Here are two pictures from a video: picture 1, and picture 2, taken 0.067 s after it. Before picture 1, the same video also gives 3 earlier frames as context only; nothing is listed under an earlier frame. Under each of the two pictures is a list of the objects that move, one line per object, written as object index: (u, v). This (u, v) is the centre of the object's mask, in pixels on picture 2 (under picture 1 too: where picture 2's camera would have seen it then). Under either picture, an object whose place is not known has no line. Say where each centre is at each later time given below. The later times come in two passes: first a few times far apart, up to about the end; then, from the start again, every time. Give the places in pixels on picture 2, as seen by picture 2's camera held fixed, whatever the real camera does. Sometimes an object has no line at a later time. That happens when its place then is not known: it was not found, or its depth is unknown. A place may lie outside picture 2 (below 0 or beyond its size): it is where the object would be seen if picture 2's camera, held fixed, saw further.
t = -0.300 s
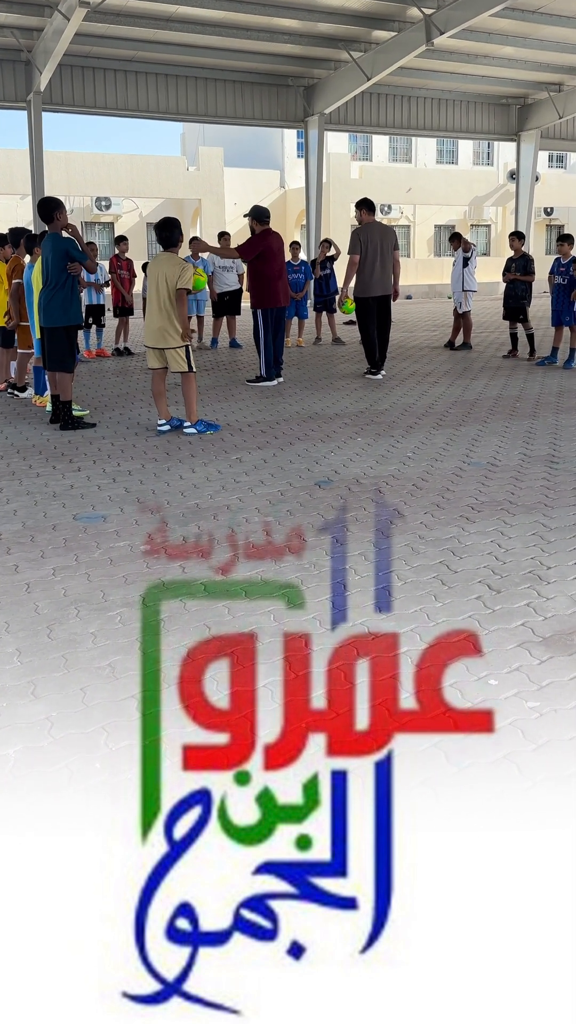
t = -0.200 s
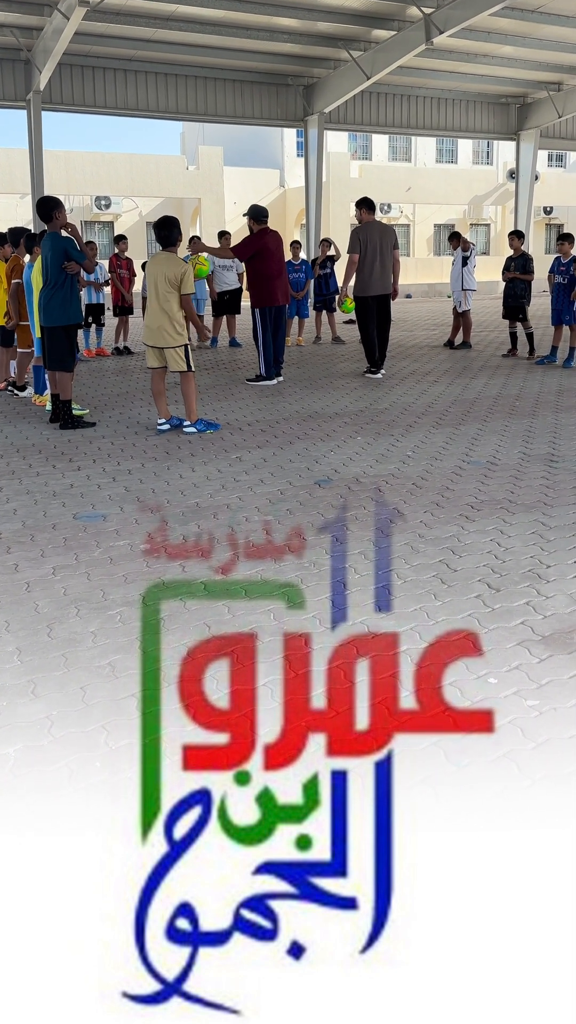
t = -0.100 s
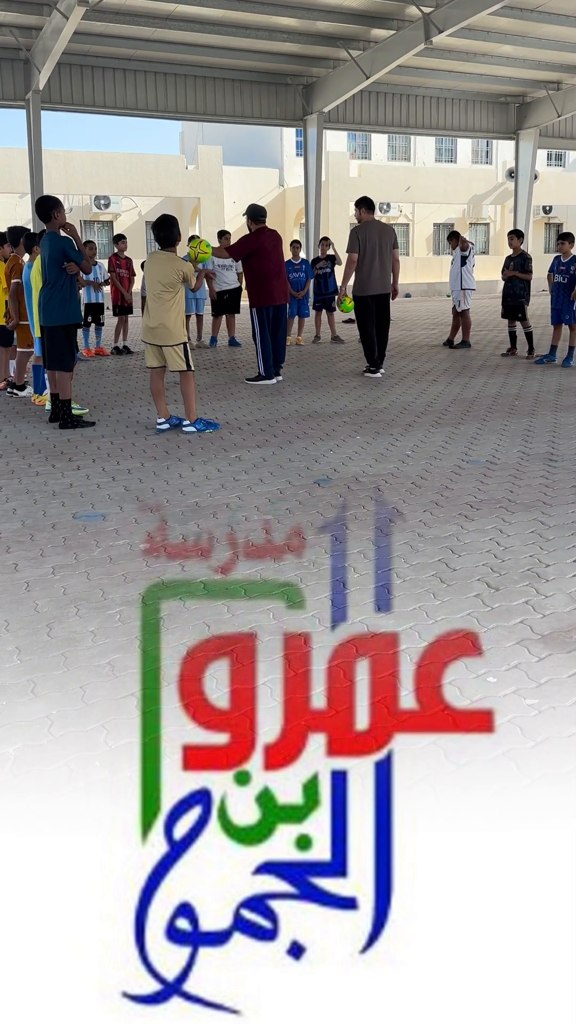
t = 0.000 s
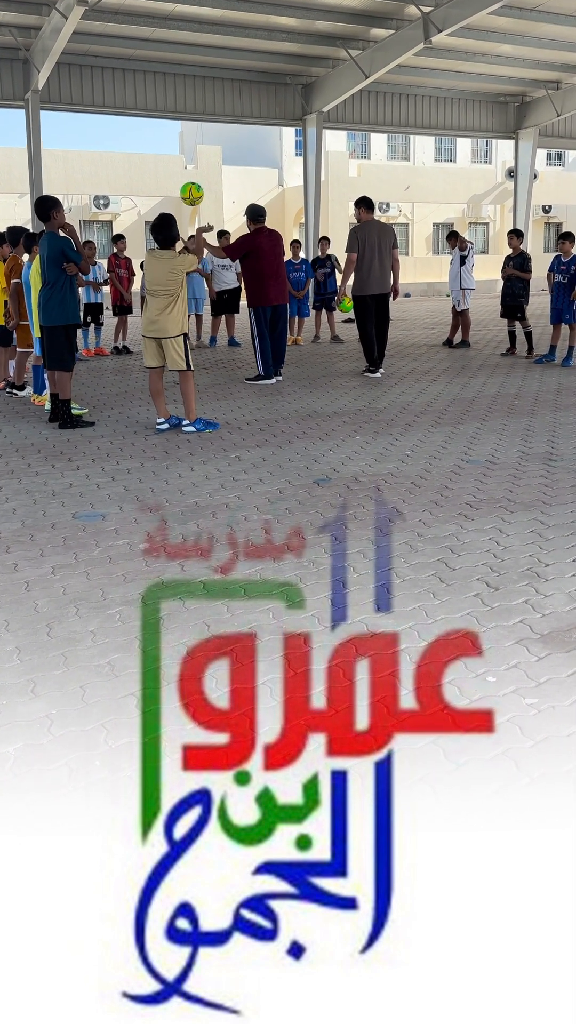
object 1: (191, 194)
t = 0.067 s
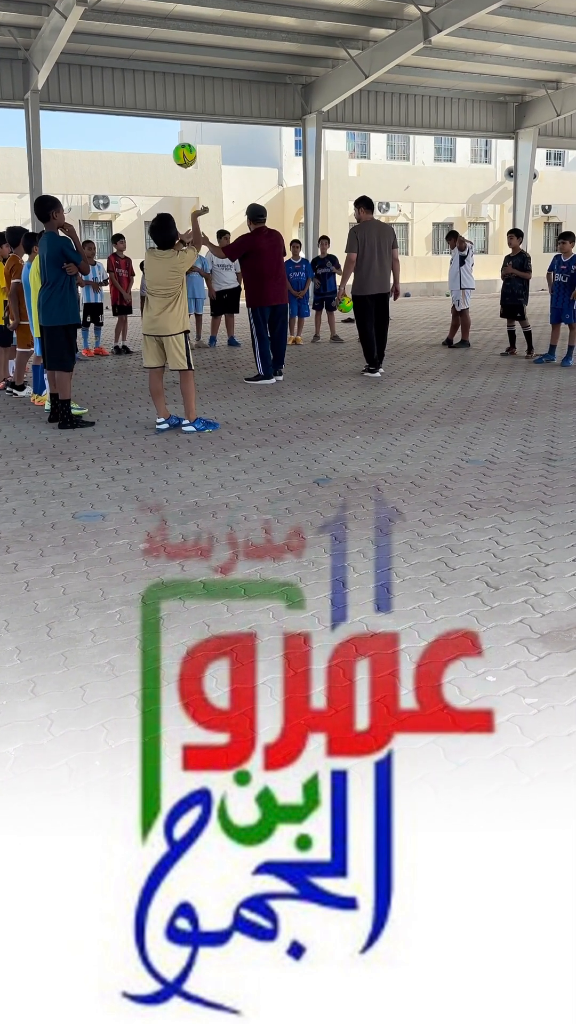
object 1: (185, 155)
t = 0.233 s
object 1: (169, 85)
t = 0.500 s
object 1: (146, 59)
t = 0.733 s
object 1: (131, 127)
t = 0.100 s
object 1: (181, 138)
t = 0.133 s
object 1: (178, 122)
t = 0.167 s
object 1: (175, 108)
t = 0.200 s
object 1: (172, 96)
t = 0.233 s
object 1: (169, 85)
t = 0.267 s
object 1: (166, 76)
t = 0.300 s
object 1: (163, 68)
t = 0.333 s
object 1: (160, 63)
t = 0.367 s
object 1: (157, 58)
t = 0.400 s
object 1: (154, 56)
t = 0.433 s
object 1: (152, 55)
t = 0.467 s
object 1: (149, 56)
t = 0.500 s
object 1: (146, 59)
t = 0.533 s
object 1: (144, 64)
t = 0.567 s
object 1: (142, 70)
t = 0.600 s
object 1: (139, 78)
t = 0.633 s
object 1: (137, 88)
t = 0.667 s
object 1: (135, 99)
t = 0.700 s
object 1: (133, 112)
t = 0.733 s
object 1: (131, 127)
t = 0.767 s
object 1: (130, 144)
